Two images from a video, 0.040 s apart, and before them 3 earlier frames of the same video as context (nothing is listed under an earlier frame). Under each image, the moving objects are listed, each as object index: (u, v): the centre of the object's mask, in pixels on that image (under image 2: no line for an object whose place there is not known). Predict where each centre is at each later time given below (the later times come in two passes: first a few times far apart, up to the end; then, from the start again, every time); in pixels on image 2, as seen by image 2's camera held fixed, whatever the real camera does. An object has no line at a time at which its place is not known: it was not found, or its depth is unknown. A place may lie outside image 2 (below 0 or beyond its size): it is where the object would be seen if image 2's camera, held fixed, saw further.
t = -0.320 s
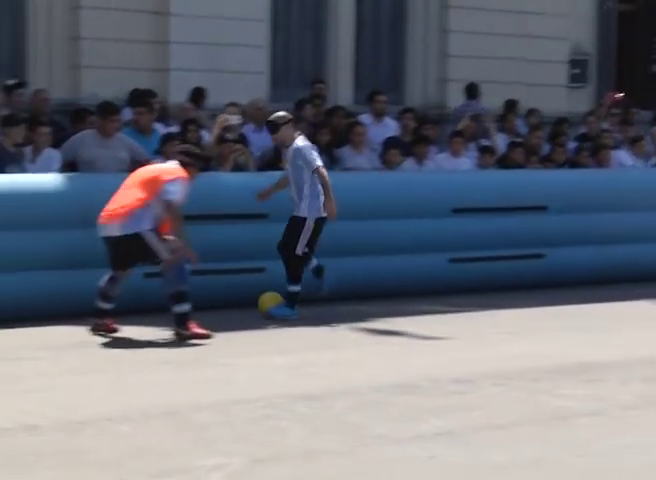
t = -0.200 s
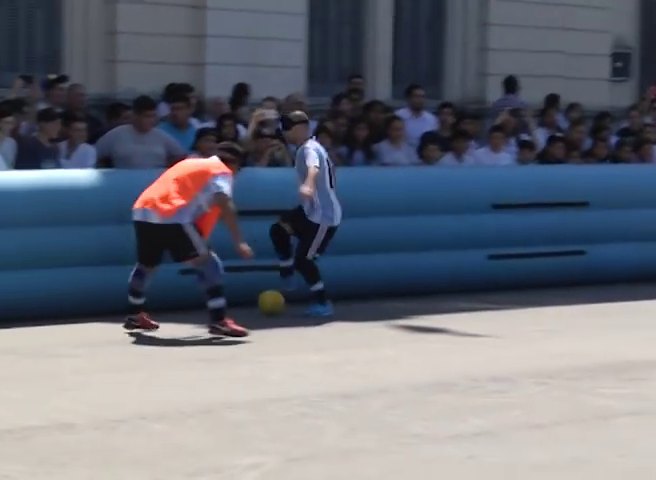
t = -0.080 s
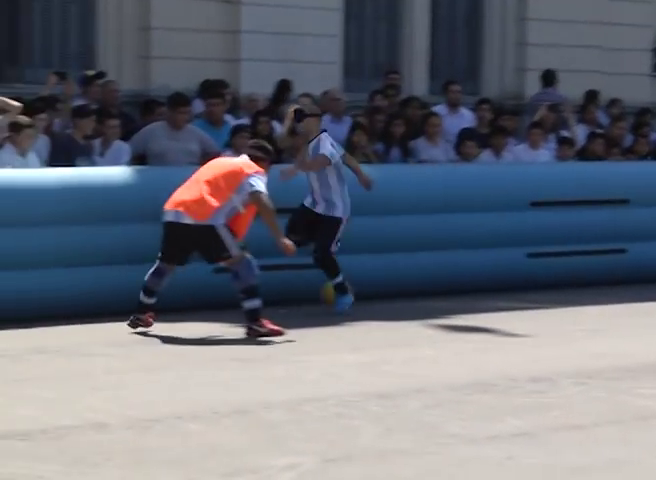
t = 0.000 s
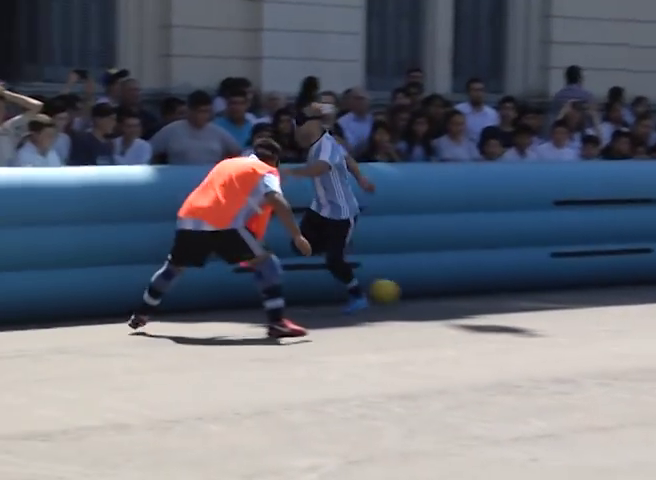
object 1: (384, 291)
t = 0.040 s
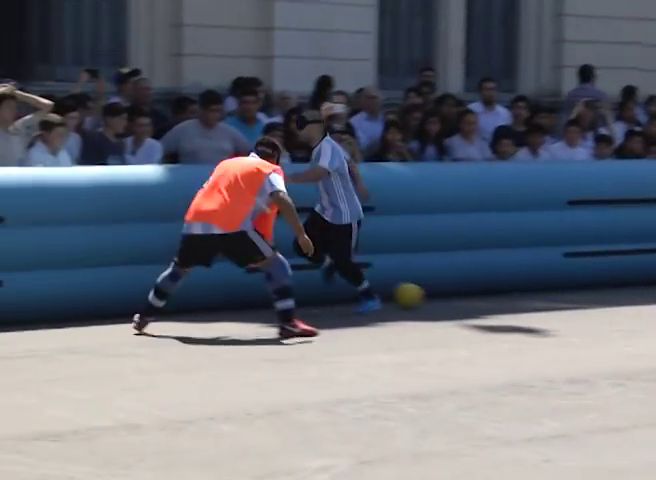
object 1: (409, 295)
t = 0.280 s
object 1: (476, 292)
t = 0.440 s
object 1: (515, 285)
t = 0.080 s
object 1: (420, 293)
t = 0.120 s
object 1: (431, 289)
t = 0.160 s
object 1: (442, 287)
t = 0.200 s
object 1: (454, 286)
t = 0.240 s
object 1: (465, 288)
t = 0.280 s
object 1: (476, 292)
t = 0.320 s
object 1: (485, 288)
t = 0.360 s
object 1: (495, 286)
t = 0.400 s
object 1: (506, 284)
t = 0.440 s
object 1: (515, 285)
